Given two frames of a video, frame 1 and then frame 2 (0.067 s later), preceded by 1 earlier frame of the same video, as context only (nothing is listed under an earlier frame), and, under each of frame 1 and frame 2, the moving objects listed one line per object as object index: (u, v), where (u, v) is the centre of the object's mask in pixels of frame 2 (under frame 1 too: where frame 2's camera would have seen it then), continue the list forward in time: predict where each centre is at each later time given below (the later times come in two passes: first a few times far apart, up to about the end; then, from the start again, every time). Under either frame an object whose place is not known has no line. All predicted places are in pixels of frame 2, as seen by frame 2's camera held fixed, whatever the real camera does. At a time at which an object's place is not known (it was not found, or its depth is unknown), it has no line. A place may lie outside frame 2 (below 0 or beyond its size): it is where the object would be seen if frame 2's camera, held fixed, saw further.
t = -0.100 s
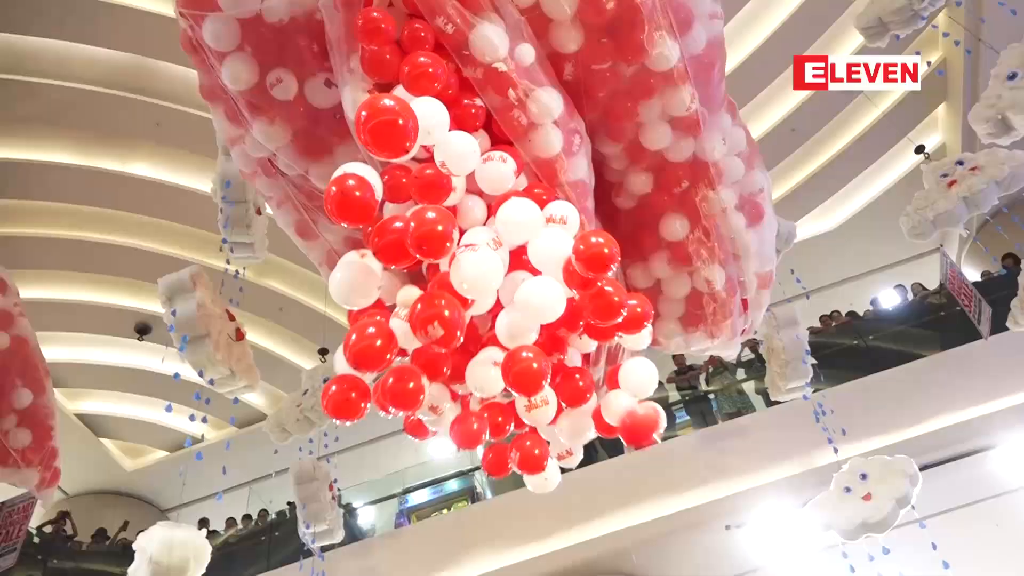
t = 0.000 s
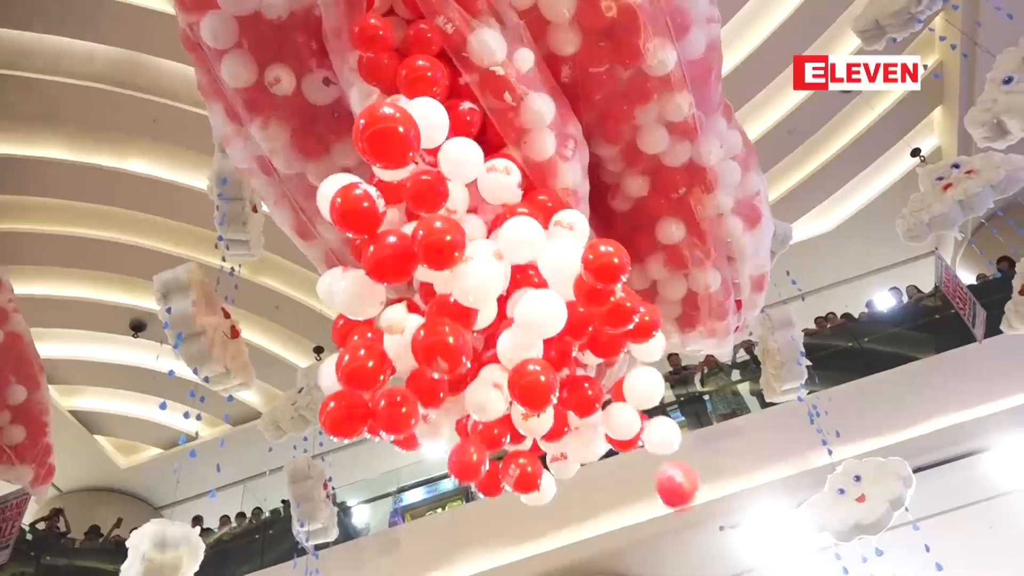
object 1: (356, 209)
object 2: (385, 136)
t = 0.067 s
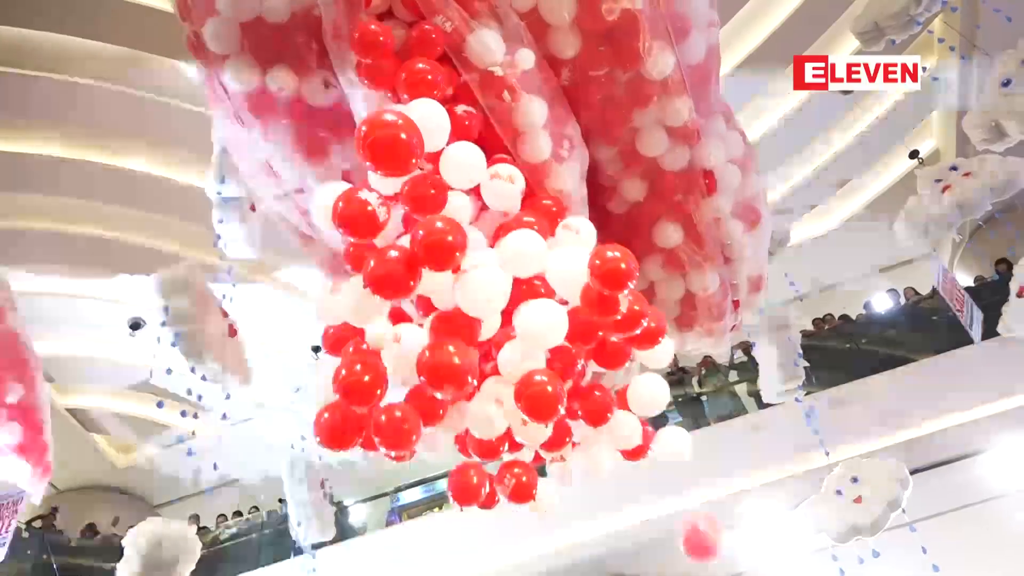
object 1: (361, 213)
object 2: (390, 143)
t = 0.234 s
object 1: (370, 228)
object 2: (404, 170)
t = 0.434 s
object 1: (378, 247)
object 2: (426, 202)
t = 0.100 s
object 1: (363, 217)
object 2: (392, 148)
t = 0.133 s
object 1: (364, 219)
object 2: (394, 153)
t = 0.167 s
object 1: (366, 222)
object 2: (398, 158)
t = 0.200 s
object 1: (368, 225)
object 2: (400, 164)
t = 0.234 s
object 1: (370, 228)
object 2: (404, 170)
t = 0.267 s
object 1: (371, 231)
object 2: (407, 175)
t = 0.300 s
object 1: (373, 235)
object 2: (411, 181)
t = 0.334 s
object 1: (374, 237)
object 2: (415, 186)
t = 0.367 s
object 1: (376, 241)
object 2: (418, 191)
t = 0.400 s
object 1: (377, 244)
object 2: (422, 197)
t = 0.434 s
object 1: (378, 247)
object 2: (426, 202)
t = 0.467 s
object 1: (379, 250)
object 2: (431, 207)
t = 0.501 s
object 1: (380, 253)
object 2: (435, 213)
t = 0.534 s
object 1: (381, 257)
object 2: (440, 216)
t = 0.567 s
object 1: (383, 260)
